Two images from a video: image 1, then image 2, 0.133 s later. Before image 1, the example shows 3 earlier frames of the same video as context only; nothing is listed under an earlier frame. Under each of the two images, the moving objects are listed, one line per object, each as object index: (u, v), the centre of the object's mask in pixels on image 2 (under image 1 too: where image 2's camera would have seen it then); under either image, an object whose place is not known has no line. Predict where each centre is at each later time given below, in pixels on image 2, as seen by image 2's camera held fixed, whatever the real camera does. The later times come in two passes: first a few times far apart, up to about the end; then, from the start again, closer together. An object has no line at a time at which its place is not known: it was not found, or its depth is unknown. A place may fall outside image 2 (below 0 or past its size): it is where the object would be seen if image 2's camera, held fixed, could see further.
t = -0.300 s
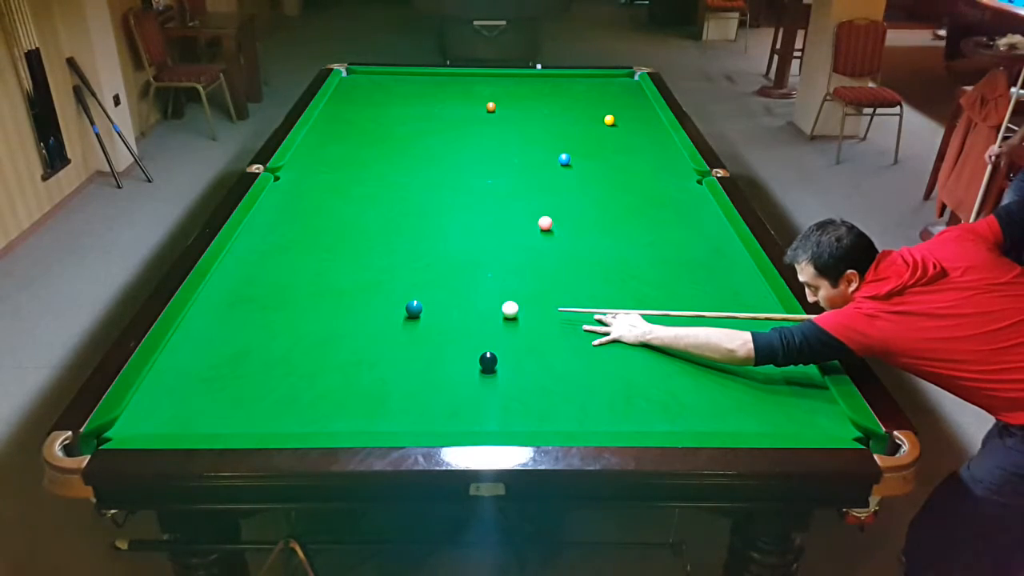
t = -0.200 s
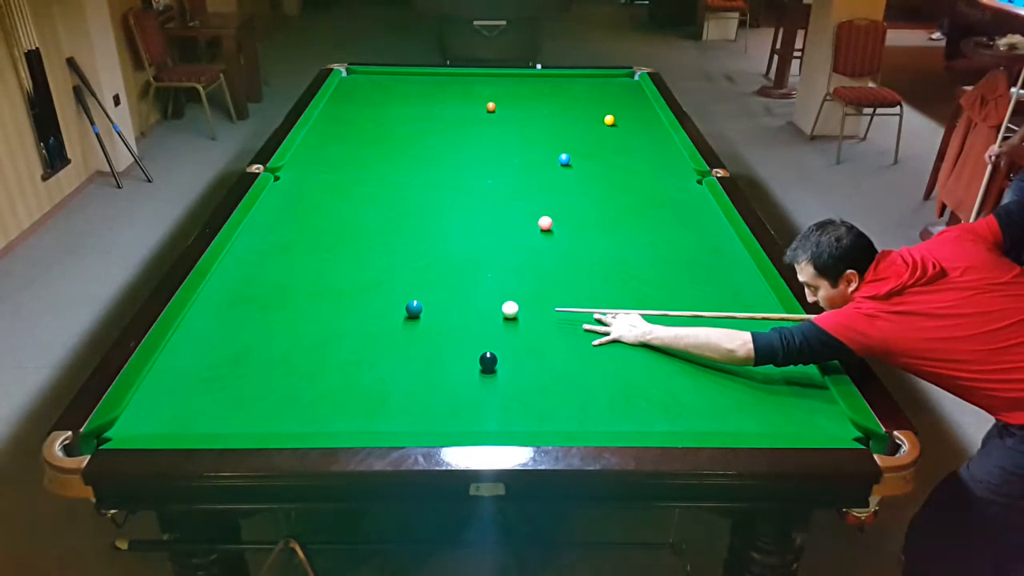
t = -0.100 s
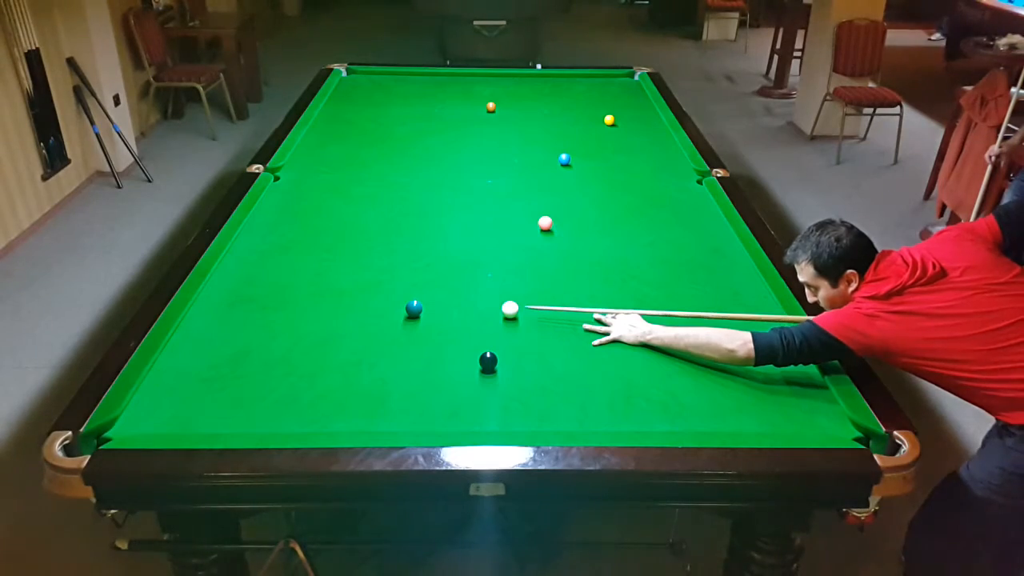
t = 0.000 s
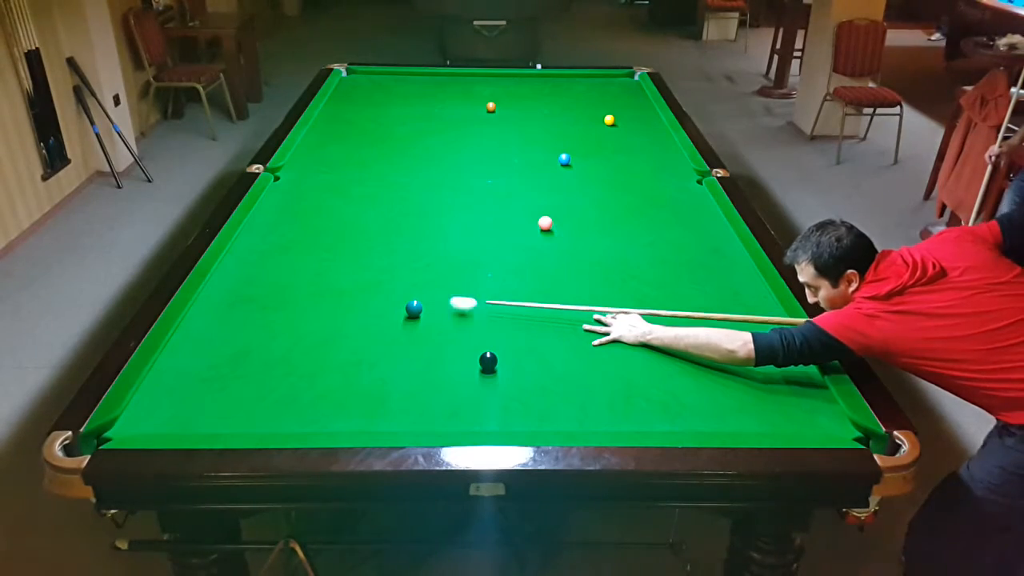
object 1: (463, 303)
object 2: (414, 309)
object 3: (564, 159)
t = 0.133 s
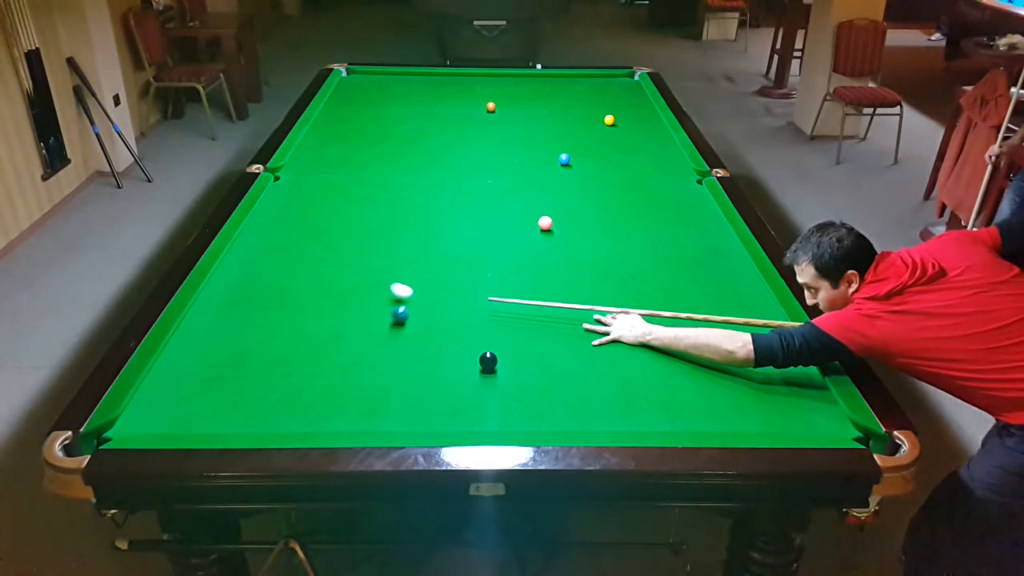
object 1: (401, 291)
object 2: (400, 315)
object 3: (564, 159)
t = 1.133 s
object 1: (384, 205)
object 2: (239, 390)
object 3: (564, 159)
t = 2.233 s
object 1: (567, 150)
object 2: (140, 418)
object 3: (569, 160)
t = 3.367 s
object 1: (651, 110)
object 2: (177, 414)
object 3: (595, 164)
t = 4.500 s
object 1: (600, 90)
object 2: (178, 415)
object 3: (596, 164)
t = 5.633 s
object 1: (570, 79)
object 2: (178, 415)
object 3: (597, 164)
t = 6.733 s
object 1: (556, 74)
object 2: (178, 415)
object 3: (596, 164)
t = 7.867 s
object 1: (555, 74)
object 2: (178, 415)
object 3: (597, 164)
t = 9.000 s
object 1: (555, 74)
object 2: (178, 415)
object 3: (596, 164)
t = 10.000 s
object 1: (555, 74)
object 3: (596, 164)
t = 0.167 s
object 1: (388, 287)
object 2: (394, 318)
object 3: (564, 159)
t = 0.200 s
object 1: (376, 283)
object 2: (389, 320)
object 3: (564, 159)
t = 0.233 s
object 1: (363, 279)
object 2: (384, 323)
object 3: (564, 159)
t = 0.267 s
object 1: (351, 275)
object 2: (379, 325)
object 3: (564, 159)
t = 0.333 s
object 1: (327, 268)
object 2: (369, 330)
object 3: (564, 159)
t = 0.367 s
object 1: (315, 265)
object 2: (364, 332)
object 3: (564, 159)
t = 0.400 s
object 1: (304, 261)
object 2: (358, 335)
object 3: (564, 159)
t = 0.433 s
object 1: (292, 258)
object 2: (353, 337)
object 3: (564, 159)
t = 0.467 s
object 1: (281, 254)
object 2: (348, 339)
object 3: (564, 159)
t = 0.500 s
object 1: (270, 251)
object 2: (343, 342)
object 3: (564, 159)
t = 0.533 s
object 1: (259, 248)
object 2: (338, 344)
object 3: (564, 159)
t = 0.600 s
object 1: (243, 241)
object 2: (327, 349)
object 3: (564, 159)
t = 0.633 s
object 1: (255, 239)
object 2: (321, 352)
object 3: (564, 159)
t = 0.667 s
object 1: (266, 236)
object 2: (316, 354)
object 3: (564, 159)
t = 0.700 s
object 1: (276, 234)
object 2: (311, 357)
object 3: (564, 159)
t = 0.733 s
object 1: (286, 231)
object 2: (305, 359)
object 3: (564, 159)
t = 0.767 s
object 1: (295, 229)
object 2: (300, 362)
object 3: (564, 159)
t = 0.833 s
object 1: (312, 224)
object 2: (289, 367)
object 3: (564, 159)
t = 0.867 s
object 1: (321, 222)
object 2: (283, 369)
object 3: (564, 159)
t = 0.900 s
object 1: (329, 220)
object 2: (278, 372)
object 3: (564, 159)
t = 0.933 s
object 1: (337, 217)
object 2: (272, 374)
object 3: (564, 159)
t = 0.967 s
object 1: (345, 215)
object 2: (267, 377)
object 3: (564, 159)
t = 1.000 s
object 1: (354, 213)
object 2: (261, 380)
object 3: (564, 159)
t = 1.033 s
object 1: (361, 211)
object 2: (256, 382)
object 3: (564, 159)
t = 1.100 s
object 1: (376, 207)
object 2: (245, 387)
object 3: (564, 159)
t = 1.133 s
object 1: (384, 205)
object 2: (239, 390)
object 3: (564, 159)
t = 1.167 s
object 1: (391, 203)
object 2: (233, 393)
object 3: (564, 159)
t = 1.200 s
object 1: (398, 200)
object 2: (228, 395)
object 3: (564, 159)
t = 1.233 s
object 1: (405, 199)
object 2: (222, 398)
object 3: (564, 159)
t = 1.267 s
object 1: (412, 197)
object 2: (217, 401)
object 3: (564, 159)
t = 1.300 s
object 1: (419, 195)
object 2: (211, 403)
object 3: (564, 159)
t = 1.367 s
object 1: (432, 191)
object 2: (200, 408)
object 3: (564, 159)
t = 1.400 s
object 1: (439, 190)
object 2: (195, 410)
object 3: (564, 159)
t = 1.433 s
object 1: (445, 188)
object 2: (189, 412)
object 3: (564, 159)
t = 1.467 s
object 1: (451, 186)
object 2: (184, 414)
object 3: (564, 159)
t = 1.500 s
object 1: (458, 184)
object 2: (178, 417)
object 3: (564, 159)
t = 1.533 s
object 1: (464, 183)
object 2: (173, 419)
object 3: (564, 159)
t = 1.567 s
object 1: (470, 181)
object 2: (168, 421)
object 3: (564, 159)
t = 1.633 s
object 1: (481, 178)
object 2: (157, 424)
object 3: (564, 159)
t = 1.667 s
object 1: (487, 176)
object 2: (151, 426)
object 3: (564, 159)
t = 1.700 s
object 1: (493, 174)
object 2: (147, 426)
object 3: (564, 159)
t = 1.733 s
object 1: (498, 173)
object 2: (145, 426)
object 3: (564, 159)
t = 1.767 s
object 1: (504, 171)
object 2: (142, 425)
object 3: (564, 159)
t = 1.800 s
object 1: (509, 169)
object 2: (140, 425)
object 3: (564, 159)
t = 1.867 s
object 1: (520, 167)
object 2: (135, 423)
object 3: (564, 159)
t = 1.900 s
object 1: (524, 165)
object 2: (133, 423)
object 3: (564, 159)
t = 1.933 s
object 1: (530, 164)
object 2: (131, 422)
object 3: (564, 159)
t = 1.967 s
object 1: (535, 162)
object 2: (129, 422)
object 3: (564, 159)
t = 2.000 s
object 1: (540, 161)
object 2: (127, 420)
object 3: (564, 159)
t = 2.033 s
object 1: (544, 159)
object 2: (127, 420)
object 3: (564, 159)
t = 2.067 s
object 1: (549, 158)
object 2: (129, 419)
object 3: (564, 159)
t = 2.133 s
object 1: (556, 155)
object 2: (134, 419)
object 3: (566, 159)
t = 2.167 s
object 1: (560, 153)
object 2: (136, 418)
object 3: (568, 159)
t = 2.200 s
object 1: (563, 151)
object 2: (138, 418)
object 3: (568, 159)
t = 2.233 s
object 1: (567, 150)
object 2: (140, 418)
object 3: (569, 160)
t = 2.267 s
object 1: (570, 149)
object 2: (142, 418)
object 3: (571, 160)
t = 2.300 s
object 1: (573, 147)
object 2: (144, 417)
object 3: (571, 160)
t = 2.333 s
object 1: (576, 146)
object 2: (146, 417)
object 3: (573, 160)
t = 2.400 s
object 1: (582, 143)
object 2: (150, 416)
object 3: (575, 161)
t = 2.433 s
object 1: (585, 142)
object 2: (151, 416)
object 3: (576, 161)
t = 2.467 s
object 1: (588, 140)
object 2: (153, 416)
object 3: (577, 161)
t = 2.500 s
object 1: (591, 139)
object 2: (154, 416)
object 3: (578, 161)
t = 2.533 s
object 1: (594, 138)
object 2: (156, 416)
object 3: (579, 161)
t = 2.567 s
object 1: (597, 137)
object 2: (157, 416)
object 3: (580, 161)
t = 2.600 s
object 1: (599, 135)
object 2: (159, 416)
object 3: (581, 162)
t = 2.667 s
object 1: (605, 133)
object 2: (162, 415)
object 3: (582, 162)
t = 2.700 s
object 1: (607, 131)
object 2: (163, 415)
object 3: (583, 162)
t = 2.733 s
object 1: (610, 130)
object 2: (164, 415)
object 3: (584, 162)
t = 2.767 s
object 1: (613, 129)
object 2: (165, 415)
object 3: (585, 162)
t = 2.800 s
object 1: (615, 128)
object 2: (166, 415)
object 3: (586, 162)
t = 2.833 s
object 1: (618, 127)
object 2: (167, 415)
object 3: (586, 162)
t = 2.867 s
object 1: (620, 125)
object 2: (168, 415)
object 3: (587, 163)
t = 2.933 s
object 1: (625, 123)
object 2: (170, 415)
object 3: (588, 163)
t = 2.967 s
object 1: (627, 122)
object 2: (170, 415)
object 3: (589, 163)
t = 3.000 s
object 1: (630, 121)
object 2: (171, 415)
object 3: (590, 163)
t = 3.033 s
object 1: (632, 120)
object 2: (172, 415)
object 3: (590, 163)
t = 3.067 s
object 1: (634, 119)
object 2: (173, 415)
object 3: (591, 163)
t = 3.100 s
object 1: (636, 118)
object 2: (173, 414)
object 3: (591, 163)
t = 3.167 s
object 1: (641, 116)
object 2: (174, 414)
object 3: (592, 164)
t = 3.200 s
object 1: (643, 115)
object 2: (175, 414)
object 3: (593, 164)
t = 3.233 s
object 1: (645, 114)
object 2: (175, 414)
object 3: (593, 164)
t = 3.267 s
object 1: (647, 113)
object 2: (176, 414)
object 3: (593, 164)
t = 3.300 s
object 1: (649, 112)
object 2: (176, 414)
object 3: (594, 164)
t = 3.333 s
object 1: (651, 111)
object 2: (177, 415)
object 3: (594, 164)
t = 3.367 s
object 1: (651, 110)
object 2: (177, 414)
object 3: (595, 164)
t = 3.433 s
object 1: (647, 108)
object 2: (178, 414)
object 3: (595, 164)
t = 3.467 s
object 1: (645, 108)
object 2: (178, 414)
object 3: (595, 164)
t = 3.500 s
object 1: (643, 107)
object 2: (178, 414)
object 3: (596, 164)
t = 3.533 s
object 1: (642, 106)
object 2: (178, 414)
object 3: (596, 164)
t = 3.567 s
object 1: (640, 106)
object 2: (178, 414)
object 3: (596, 164)
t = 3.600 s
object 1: (638, 105)
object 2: (178, 414)
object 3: (596, 164)
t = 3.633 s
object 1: (636, 104)
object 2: (178, 414)
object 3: (596, 164)
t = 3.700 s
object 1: (633, 103)
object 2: (178, 414)
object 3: (597, 164)
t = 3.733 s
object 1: (631, 102)
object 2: (178, 414)
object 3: (597, 164)
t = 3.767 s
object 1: (630, 102)
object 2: (178, 415)
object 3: (597, 164)
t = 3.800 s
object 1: (628, 101)
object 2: (178, 414)
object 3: (597, 164)
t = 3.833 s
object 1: (627, 101)
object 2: (178, 414)
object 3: (597, 164)
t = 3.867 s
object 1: (625, 100)
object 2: (178, 414)
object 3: (597, 164)
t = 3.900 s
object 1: (624, 99)
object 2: (178, 415)
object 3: (597, 164)
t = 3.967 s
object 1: (621, 98)
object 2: (178, 415)
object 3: (597, 164)
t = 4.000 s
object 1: (619, 98)
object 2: (178, 415)
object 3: (596, 164)
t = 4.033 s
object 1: (618, 97)
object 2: (178, 415)
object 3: (596, 164)
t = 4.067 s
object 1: (616, 97)
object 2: (178, 415)
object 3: (596, 164)
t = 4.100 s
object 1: (615, 96)
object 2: (178, 415)
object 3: (597, 164)
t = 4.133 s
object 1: (614, 96)
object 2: (177, 415)
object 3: (596, 164)
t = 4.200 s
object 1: (611, 95)
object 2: (178, 415)
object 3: (596, 164)
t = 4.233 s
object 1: (609, 94)
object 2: (178, 415)
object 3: (596, 164)
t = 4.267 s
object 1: (608, 94)
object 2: (178, 415)
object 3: (597, 164)
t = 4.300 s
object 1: (607, 93)
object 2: (178, 415)
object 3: (596, 164)
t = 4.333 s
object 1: (606, 93)
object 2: (178, 415)
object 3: (596, 164)
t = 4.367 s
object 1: (604, 92)
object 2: (177, 415)
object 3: (596, 164)
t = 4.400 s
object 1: (603, 91)
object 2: (177, 415)
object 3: (596, 164)
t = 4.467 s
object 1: (601, 91)
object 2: (177, 415)
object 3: (597, 164)
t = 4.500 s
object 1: (600, 90)
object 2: (178, 415)
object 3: (596, 164)
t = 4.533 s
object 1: (599, 90)
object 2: (178, 415)
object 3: (596, 164)
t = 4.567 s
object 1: (597, 89)
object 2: (178, 415)
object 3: (596, 164)
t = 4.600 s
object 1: (596, 89)
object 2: (178, 415)
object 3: (596, 164)
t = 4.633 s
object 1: (595, 88)
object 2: (178, 415)
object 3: (596, 164)
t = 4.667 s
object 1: (594, 88)
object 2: (178, 415)
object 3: (597, 164)
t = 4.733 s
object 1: (592, 87)
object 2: (178, 415)
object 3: (597, 164)
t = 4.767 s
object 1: (591, 87)
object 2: (178, 415)
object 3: (597, 164)
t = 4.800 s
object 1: (590, 87)
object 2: (178, 415)
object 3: (597, 164)
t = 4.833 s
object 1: (589, 86)
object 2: (178, 415)
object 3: (597, 164)
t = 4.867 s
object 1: (588, 86)
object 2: (178, 415)
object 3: (597, 164)
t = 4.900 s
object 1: (587, 86)
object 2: (178, 415)
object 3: (597, 164)
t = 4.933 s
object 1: (586, 85)
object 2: (178, 415)
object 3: (597, 164)
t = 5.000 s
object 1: (584, 84)
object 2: (178, 415)
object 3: (597, 164)
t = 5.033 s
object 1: (583, 84)
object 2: (178, 415)
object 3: (597, 164)
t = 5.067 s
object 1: (582, 84)
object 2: (178, 415)
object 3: (596, 164)
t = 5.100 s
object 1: (581, 83)
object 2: (178, 415)
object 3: (597, 164)
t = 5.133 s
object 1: (581, 83)
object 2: (178, 415)
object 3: (597, 164)
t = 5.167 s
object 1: (580, 83)
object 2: (178, 415)
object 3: (597, 164)
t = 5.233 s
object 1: (578, 82)
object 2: (178, 415)
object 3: (597, 164)
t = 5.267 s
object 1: (577, 82)
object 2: (178, 415)
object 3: (597, 164)
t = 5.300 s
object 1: (577, 82)
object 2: (178, 415)
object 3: (597, 164)
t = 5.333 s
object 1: (576, 81)
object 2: (178, 415)
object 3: (597, 164)
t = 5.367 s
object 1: (575, 81)
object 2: (178, 415)
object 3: (597, 164)
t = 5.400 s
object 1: (574, 81)
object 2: (178, 415)
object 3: (597, 164)
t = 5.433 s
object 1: (574, 80)
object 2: (178, 415)
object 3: (597, 164)
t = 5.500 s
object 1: (572, 80)
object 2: (178, 415)
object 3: (597, 164)
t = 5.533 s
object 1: (571, 80)
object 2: (178, 415)
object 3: (597, 164)
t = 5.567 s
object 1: (571, 79)
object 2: (178, 415)
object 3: (597, 164)
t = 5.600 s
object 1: (570, 79)
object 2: (178, 415)
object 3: (597, 164)
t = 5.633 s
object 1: (570, 79)
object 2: (178, 415)
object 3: (597, 164)
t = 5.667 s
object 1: (569, 79)
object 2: (178, 415)
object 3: (597, 164)
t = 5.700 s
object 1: (568, 79)
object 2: (178, 415)
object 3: (597, 164)
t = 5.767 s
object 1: (567, 78)
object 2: (178, 415)
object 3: (597, 164)
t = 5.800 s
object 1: (566, 78)
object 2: (178, 415)
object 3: (597, 164)
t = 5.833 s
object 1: (566, 78)
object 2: (178, 415)
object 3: (597, 164)
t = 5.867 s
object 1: (565, 78)
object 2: (178, 415)
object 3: (597, 164)
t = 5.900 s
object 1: (565, 77)
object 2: (178, 415)
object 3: (597, 164)
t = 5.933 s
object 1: (564, 77)
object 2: (178, 415)
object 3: (597, 164)
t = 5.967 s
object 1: (564, 77)
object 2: (178, 415)
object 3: (597, 164)
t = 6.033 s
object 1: (563, 76)
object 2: (178, 415)
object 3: (597, 164)
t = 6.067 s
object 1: (562, 76)
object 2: (178, 415)
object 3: (596, 164)
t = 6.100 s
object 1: (562, 76)
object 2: (178, 415)
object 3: (596, 164)
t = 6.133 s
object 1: (561, 76)
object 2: (178, 415)
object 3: (596, 164)
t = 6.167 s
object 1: (561, 76)
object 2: (178, 415)
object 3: (596, 164)
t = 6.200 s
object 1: (560, 76)
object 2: (178, 415)
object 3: (596, 164)
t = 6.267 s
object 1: (560, 75)
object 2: (178, 415)
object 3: (596, 164)
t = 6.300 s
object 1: (559, 75)
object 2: (178, 415)
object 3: (596, 164)
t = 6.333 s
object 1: (559, 75)
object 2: (178, 415)
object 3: (596, 164)
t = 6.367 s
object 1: (558, 75)
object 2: (178, 415)
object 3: (596, 164)
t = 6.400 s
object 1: (558, 75)
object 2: (178, 415)
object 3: (596, 164)
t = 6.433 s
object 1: (558, 75)
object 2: (178, 415)
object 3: (596, 164)
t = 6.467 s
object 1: (557, 75)
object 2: (178, 415)
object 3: (596, 164)
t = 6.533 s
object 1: (557, 74)
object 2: (178, 415)
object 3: (596, 164)
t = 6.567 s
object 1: (556, 74)
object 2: (178, 415)
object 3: (596, 164)
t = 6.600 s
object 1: (556, 74)
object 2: (178, 415)
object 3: (596, 164)
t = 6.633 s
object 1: (556, 74)
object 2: (178, 415)
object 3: (596, 164)
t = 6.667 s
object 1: (556, 74)
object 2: (178, 415)
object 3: (596, 164)
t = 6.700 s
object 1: (556, 74)
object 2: (178, 415)
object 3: (596, 164)
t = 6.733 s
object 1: (556, 74)
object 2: (178, 415)
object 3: (596, 164)
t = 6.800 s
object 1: (556, 74)
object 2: (178, 415)
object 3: (597, 164)
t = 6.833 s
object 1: (555, 74)
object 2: (177, 415)
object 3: (597, 164)
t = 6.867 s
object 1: (555, 74)
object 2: (178, 415)
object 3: (597, 164)
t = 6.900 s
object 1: (555, 74)
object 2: (178, 415)
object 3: (597, 164)
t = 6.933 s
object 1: (555, 74)
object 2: (178, 415)
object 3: (597, 164)
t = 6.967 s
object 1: (555, 74)
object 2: (178, 415)
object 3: (597, 164)
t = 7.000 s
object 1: (555, 74)
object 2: (178, 415)
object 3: (597, 164)
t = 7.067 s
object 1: (555, 74)
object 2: (178, 415)
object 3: (597, 164)
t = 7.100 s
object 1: (555, 74)
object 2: (178, 415)
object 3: (597, 164)
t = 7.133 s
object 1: (555, 74)
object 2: (178, 415)
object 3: (597, 164)
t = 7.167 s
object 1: (555, 74)
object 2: (178, 415)
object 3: (597, 164)
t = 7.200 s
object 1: (555, 74)
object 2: (178, 415)
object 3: (597, 164)
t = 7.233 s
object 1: (555, 74)
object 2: (178, 415)
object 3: (597, 164)
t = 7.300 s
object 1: (555, 74)
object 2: (178, 415)
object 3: (597, 164)
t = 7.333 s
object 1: (555, 74)
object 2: (178, 415)
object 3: (597, 164)
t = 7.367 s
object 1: (555, 74)
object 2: (178, 415)
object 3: (597, 164)
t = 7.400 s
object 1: (555, 74)
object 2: (178, 415)
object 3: (597, 164)
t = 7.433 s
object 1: (555, 74)
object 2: (178, 415)
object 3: (597, 164)
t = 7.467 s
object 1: (555, 74)
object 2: (178, 415)
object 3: (597, 164)
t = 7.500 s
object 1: (555, 74)
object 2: (178, 415)
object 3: (596, 164)
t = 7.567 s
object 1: (555, 74)
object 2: (178, 415)
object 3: (596, 164)
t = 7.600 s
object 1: (555, 74)
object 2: (178, 415)
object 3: (596, 164)
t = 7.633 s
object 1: (555, 74)
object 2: (178, 415)
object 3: (596, 164)
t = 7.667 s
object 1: (555, 74)
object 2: (178, 415)
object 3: (596, 164)
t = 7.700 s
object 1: (555, 74)
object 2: (178, 415)
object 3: (596, 164)
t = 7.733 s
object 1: (555, 74)
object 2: (178, 415)
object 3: (596, 164)
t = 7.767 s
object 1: (555, 74)
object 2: (178, 415)
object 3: (596, 164)
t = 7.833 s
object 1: (555, 74)
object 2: (178, 415)
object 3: (597, 164)
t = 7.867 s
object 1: (555, 74)
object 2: (178, 415)
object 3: (597, 164)
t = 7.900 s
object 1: (555, 74)
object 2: (178, 415)
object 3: (596, 164)
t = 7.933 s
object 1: (555, 74)
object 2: (178, 415)
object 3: (596, 164)
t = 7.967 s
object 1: (555, 74)
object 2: (178, 415)
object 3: (596, 164)
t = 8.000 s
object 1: (555, 74)
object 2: (178, 415)
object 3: (596, 164)
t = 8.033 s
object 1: (555, 74)
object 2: (178, 415)
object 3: (597, 164)
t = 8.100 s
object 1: (555, 74)
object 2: (178, 415)
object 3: (596, 164)
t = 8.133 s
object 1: (555, 74)
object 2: (178, 415)
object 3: (596, 164)
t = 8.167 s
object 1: (555, 74)
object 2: (178, 415)
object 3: (597, 164)
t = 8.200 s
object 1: (555, 74)
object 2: (178, 415)
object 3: (596, 164)
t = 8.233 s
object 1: (555, 74)
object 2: (178, 415)
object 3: (596, 164)
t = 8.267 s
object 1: (555, 74)
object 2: (178, 415)
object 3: (596, 164)
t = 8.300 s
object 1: (555, 74)
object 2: (178, 415)
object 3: (596, 164)
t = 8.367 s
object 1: (555, 74)
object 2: (178, 415)
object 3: (596, 164)
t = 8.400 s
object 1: (555, 74)
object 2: (178, 415)
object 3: (596, 164)
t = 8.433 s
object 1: (555, 74)
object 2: (178, 415)
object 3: (596, 164)
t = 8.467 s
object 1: (555, 74)
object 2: (178, 415)
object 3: (596, 164)
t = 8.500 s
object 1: (555, 74)
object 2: (178, 415)
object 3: (596, 164)
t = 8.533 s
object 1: (555, 74)
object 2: (178, 415)
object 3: (596, 164)
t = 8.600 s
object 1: (555, 74)
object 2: (178, 415)
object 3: (596, 164)
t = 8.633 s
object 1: (555, 74)
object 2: (178, 415)
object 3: (596, 164)
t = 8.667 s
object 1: (555, 74)
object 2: (178, 415)
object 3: (596, 164)
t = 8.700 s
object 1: (555, 74)
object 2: (178, 415)
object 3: (596, 164)
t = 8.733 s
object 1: (555, 74)
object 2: (178, 415)
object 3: (596, 164)
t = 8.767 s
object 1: (555, 74)
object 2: (178, 415)
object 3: (596, 164)
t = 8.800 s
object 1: (555, 74)
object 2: (178, 415)
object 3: (596, 164)
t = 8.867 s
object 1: (555, 74)
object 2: (178, 415)
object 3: (596, 164)
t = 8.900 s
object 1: (555, 74)
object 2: (178, 415)
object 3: (596, 164)
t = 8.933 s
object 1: (555, 74)
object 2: (178, 415)
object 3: (596, 164)
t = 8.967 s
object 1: (555, 74)
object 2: (178, 415)
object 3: (596, 164)
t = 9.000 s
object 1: (555, 74)
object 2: (178, 415)
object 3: (596, 164)
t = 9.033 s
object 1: (555, 74)
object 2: (178, 415)
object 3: (596, 164)
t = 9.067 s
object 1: (555, 74)
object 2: (178, 415)
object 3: (596, 164)
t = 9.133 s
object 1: (555, 74)
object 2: (178, 415)
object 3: (596, 164)
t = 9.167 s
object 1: (555, 74)
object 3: (596, 164)
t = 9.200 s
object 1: (555, 74)
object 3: (596, 164)
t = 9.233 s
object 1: (555, 74)
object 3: (596, 164)
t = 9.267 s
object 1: (555, 74)
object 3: (596, 164)
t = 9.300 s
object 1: (555, 74)
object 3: (596, 164)
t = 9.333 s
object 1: (555, 74)
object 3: (596, 164)
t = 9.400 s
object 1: (555, 74)
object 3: (596, 164)
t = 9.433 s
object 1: (555, 74)
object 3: (596, 164)
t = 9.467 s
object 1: (555, 74)
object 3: (596, 164)
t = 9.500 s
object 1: (555, 74)
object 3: (596, 164)
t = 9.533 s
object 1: (555, 74)
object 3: (596, 164)
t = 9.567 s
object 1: (555, 74)
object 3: (596, 164)
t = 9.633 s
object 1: (555, 74)
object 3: (596, 164)
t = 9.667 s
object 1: (555, 74)
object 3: (596, 164)
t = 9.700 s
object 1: (555, 74)
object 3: (596, 164)
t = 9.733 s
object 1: (555, 74)
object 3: (596, 164)
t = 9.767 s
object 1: (555, 74)
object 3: (596, 164)
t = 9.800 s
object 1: (555, 74)
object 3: (596, 164)
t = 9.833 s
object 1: (555, 74)
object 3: (596, 164)
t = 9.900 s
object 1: (555, 74)
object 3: (596, 164)
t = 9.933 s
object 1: (555, 74)
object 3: (596, 164)
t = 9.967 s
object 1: (555, 74)
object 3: (596, 164)
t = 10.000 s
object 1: (555, 74)
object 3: (596, 164)
